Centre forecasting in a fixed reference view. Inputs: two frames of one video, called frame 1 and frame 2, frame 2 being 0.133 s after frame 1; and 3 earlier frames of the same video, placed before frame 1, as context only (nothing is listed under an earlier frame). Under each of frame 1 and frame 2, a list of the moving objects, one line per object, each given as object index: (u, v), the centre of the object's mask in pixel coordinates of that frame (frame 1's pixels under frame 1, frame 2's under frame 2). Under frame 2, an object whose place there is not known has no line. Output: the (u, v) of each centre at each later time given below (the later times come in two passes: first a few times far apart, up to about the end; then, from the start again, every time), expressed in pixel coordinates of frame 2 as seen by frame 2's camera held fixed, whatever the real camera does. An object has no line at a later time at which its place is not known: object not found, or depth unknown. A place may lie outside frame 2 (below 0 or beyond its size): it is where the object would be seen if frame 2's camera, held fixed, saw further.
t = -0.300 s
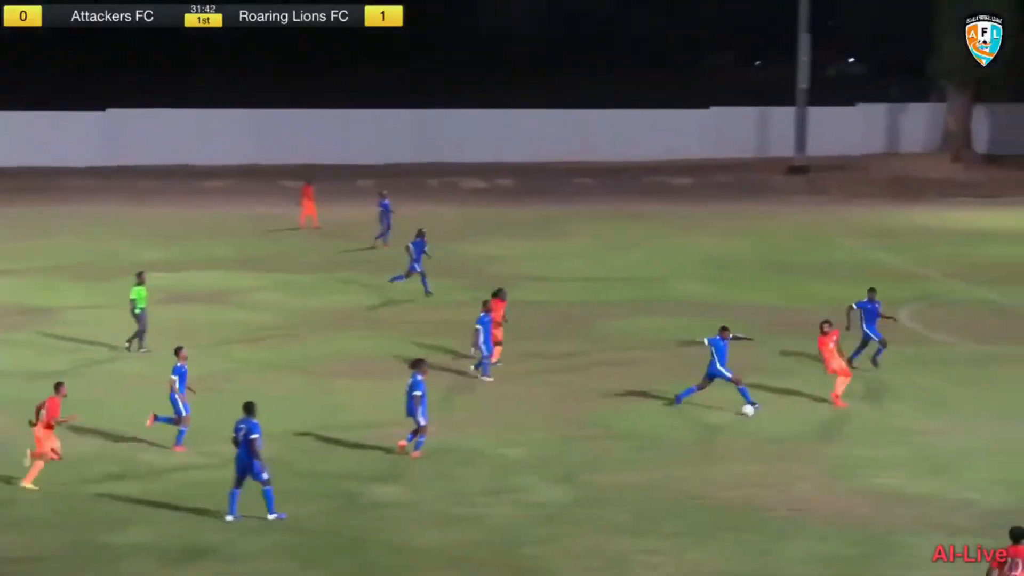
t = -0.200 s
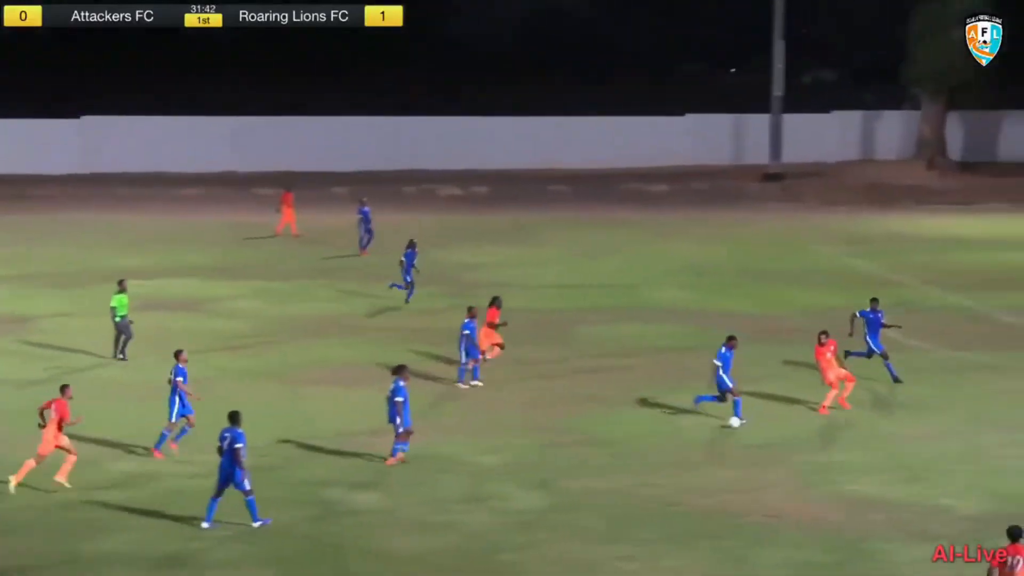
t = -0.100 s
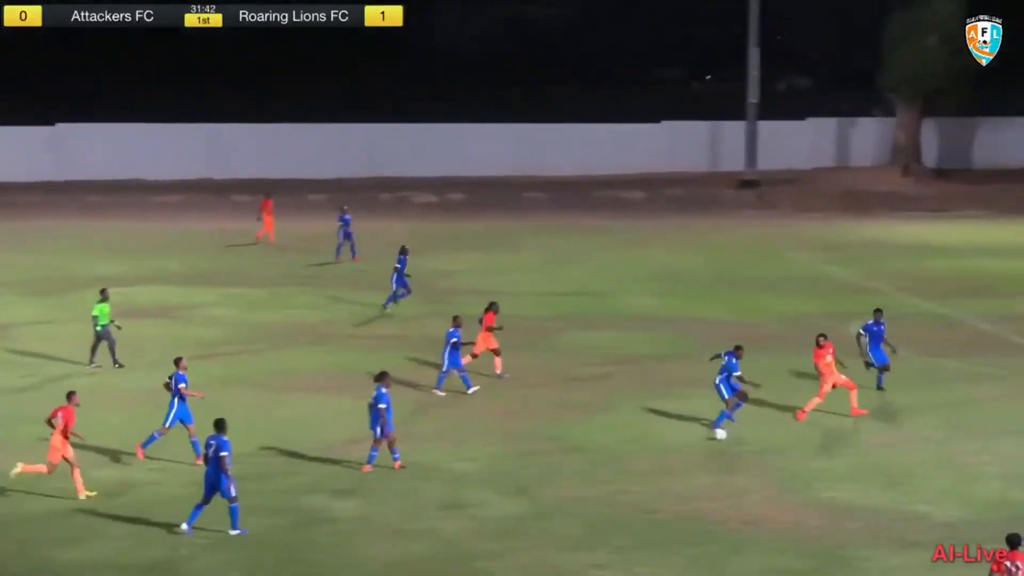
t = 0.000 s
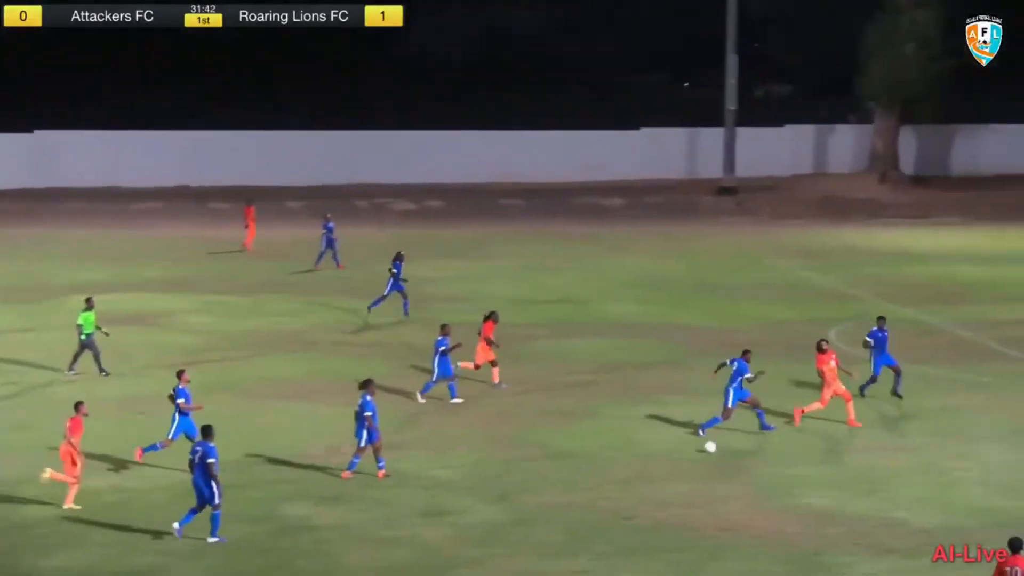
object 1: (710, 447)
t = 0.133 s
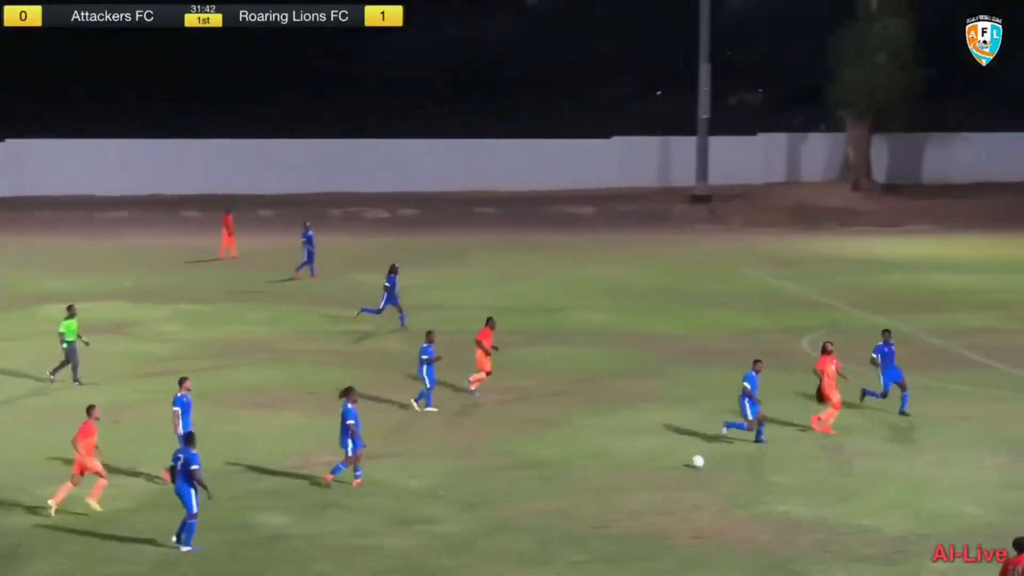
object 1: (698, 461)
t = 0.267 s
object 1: (712, 467)
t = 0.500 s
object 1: (737, 477)
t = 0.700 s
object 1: (758, 485)
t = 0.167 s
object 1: (702, 464)
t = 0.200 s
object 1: (705, 465)
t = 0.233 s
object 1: (708, 466)
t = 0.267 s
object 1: (712, 467)
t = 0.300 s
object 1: (715, 469)
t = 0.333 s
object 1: (719, 471)
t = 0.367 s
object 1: (723, 473)
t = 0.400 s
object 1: (726, 474)
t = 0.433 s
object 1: (730, 475)
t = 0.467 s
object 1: (734, 475)
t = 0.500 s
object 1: (737, 477)
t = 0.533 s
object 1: (741, 478)
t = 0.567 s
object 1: (744, 480)
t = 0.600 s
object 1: (748, 481)
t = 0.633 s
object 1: (751, 482)
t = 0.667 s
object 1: (755, 483)
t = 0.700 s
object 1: (758, 485)
